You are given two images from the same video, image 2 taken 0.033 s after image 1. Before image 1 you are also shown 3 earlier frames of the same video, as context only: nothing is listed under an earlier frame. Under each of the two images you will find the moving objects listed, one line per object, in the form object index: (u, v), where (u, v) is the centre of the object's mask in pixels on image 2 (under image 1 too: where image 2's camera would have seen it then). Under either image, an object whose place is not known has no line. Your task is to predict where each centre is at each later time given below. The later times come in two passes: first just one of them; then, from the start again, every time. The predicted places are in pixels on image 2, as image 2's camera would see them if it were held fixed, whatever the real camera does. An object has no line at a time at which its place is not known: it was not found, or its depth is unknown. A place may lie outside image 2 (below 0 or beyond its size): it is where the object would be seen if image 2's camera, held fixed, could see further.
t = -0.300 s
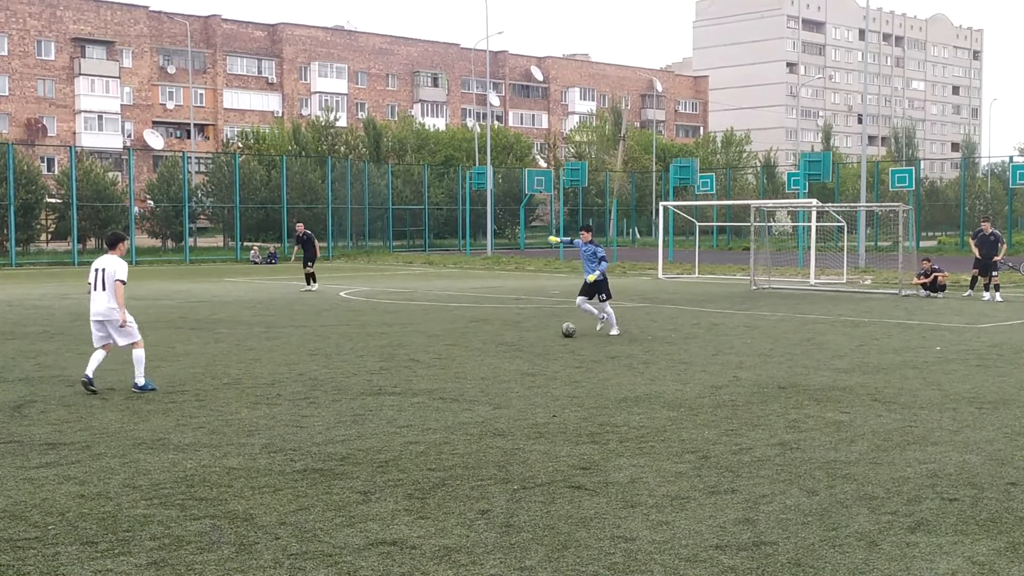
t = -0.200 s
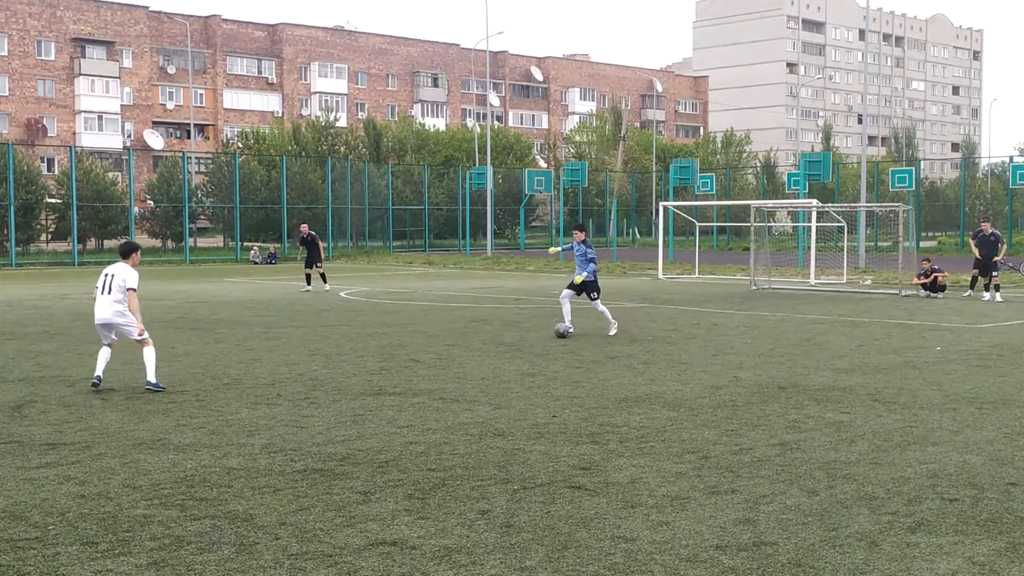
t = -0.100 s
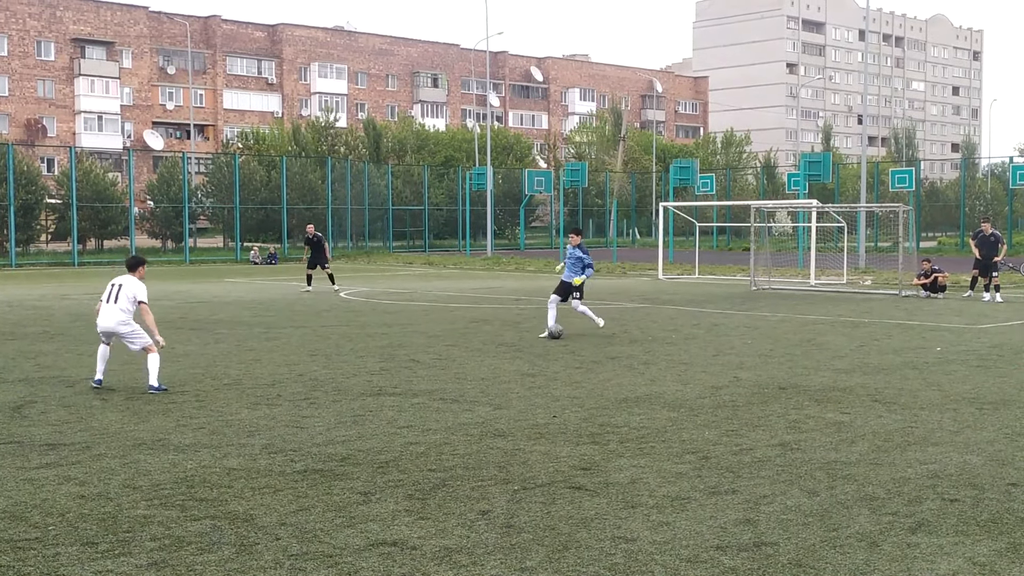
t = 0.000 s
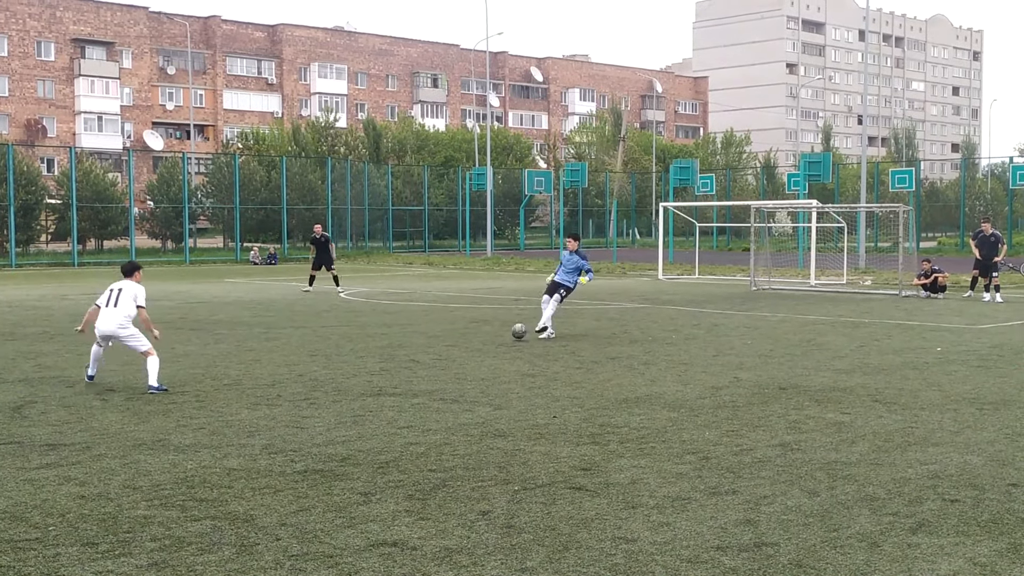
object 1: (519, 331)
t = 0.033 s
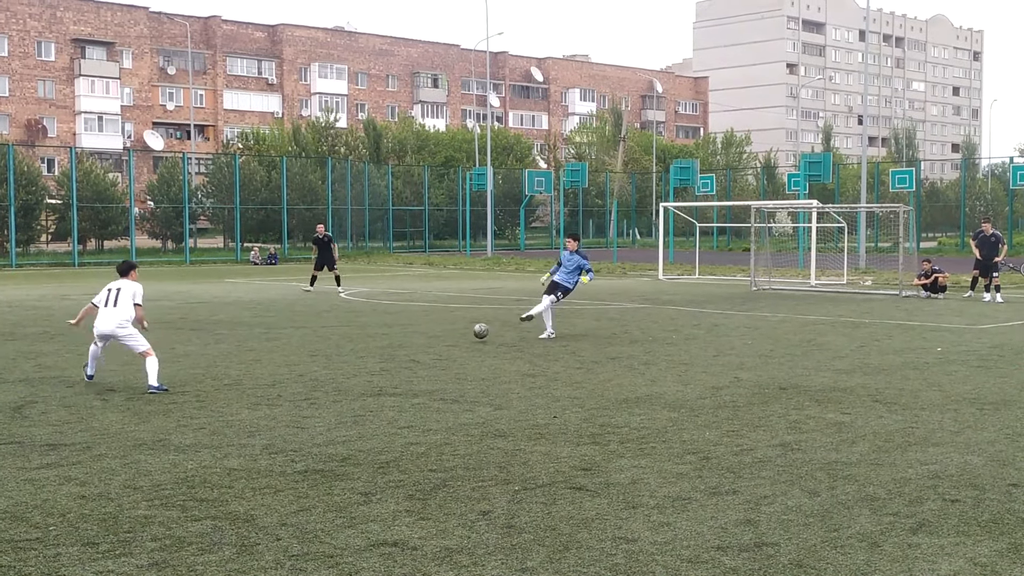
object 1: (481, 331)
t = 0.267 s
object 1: (196, 341)
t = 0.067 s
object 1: (441, 332)
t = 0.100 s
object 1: (401, 334)
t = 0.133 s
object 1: (360, 337)
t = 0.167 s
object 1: (318, 341)
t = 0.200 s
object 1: (277, 342)
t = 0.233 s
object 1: (237, 341)
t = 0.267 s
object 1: (196, 341)
